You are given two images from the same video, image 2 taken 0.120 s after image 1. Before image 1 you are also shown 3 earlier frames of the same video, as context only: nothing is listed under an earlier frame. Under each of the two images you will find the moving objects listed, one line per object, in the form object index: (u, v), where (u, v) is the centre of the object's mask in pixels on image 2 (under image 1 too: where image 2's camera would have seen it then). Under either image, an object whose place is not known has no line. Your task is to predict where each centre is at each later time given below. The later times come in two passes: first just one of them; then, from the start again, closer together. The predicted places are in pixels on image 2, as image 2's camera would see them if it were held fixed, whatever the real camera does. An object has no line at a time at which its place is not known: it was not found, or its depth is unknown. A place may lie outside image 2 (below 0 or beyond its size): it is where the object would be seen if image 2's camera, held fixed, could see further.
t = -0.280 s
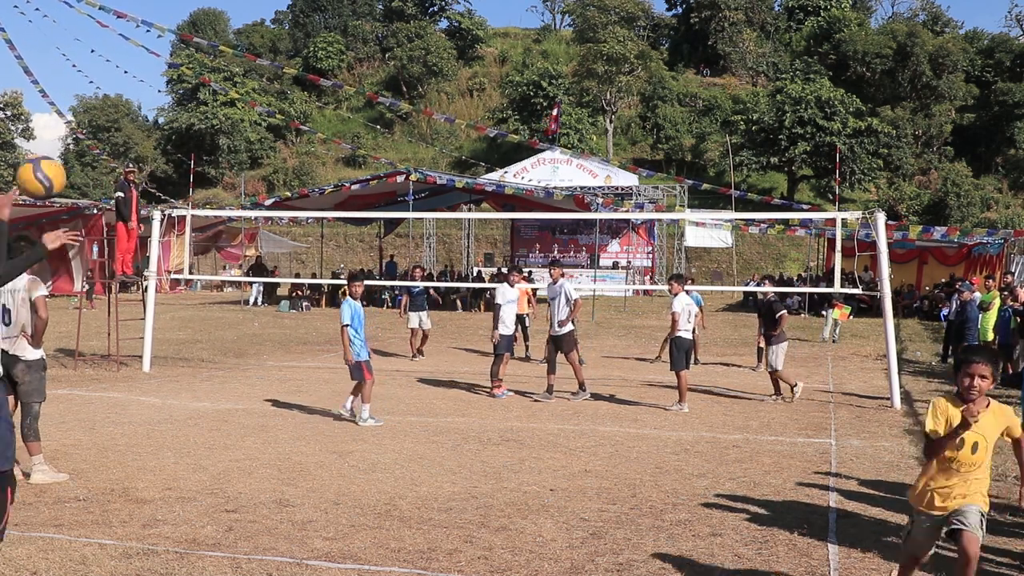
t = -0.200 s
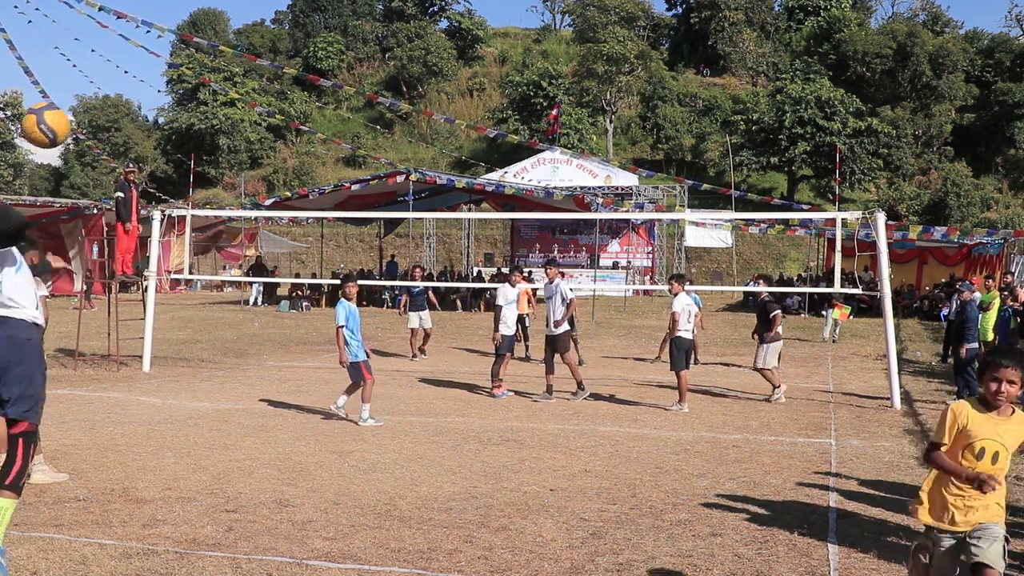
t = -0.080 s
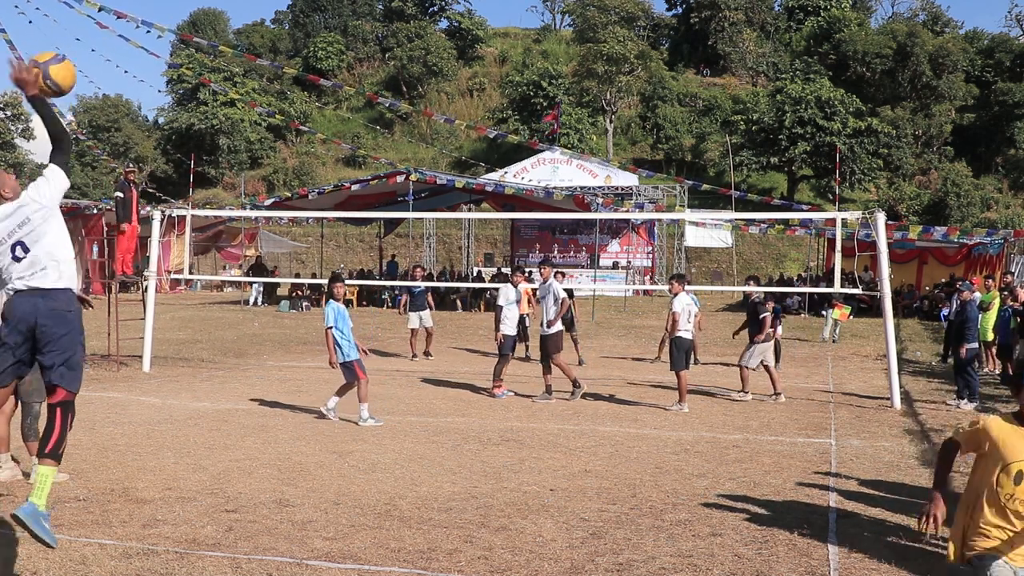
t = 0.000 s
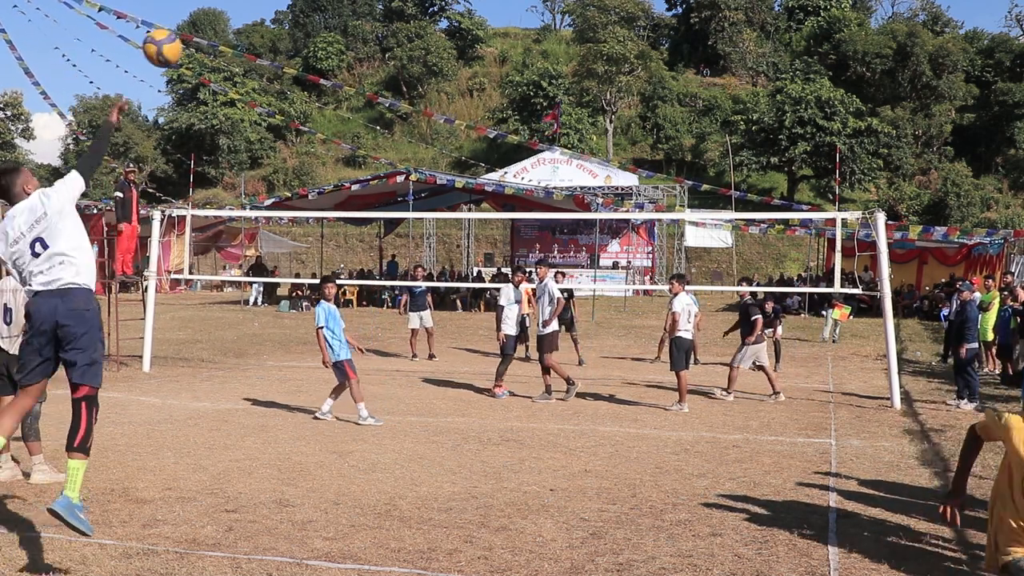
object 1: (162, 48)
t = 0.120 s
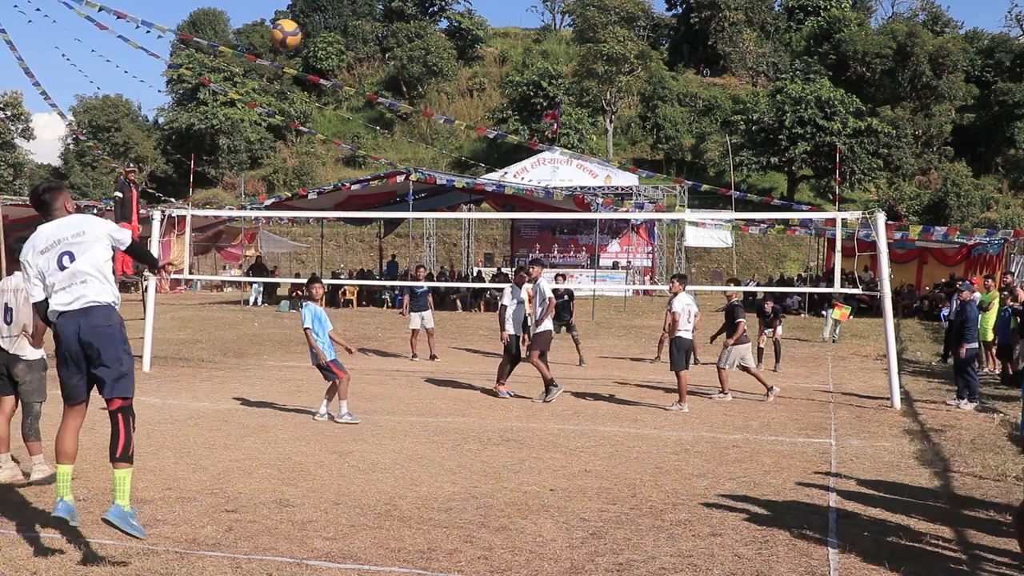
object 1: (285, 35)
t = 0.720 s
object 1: (467, 123)
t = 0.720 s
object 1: (467, 123)
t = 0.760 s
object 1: (470, 132)
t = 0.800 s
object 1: (473, 141)
